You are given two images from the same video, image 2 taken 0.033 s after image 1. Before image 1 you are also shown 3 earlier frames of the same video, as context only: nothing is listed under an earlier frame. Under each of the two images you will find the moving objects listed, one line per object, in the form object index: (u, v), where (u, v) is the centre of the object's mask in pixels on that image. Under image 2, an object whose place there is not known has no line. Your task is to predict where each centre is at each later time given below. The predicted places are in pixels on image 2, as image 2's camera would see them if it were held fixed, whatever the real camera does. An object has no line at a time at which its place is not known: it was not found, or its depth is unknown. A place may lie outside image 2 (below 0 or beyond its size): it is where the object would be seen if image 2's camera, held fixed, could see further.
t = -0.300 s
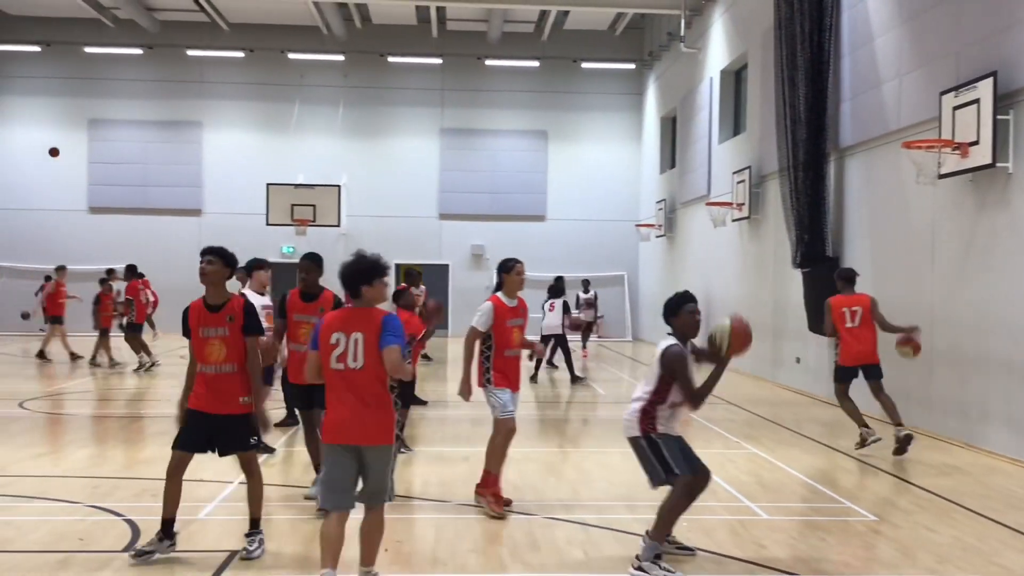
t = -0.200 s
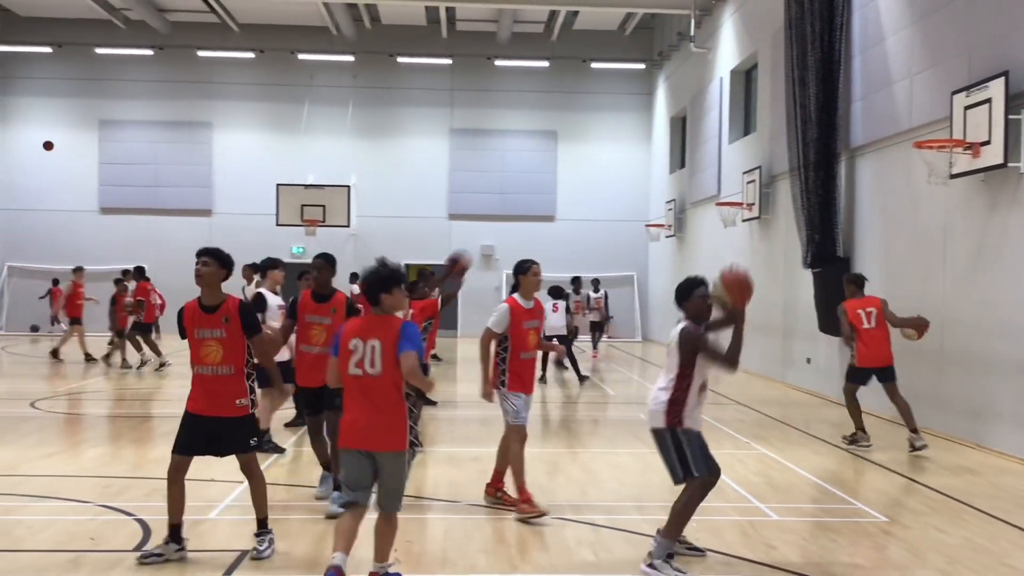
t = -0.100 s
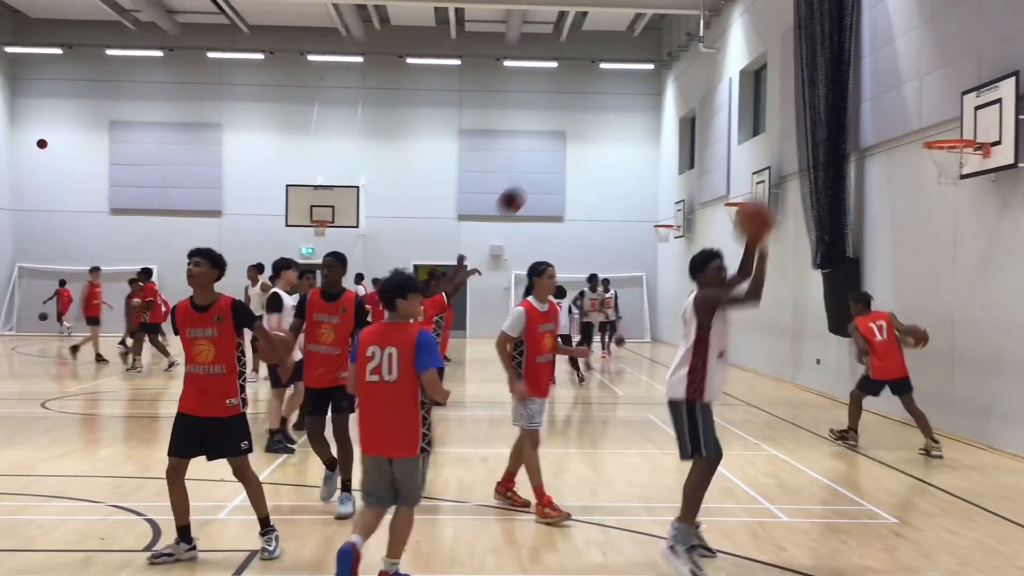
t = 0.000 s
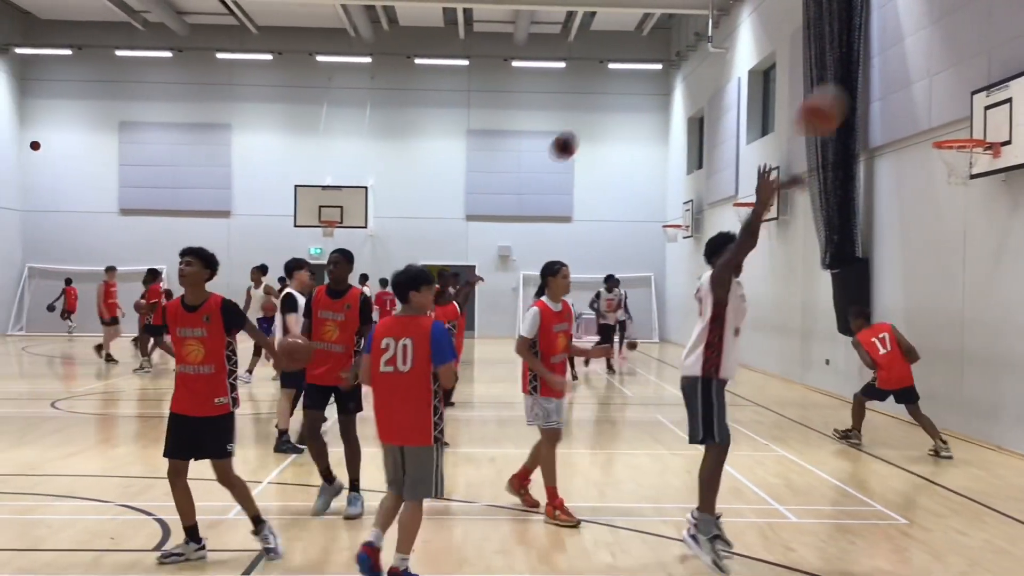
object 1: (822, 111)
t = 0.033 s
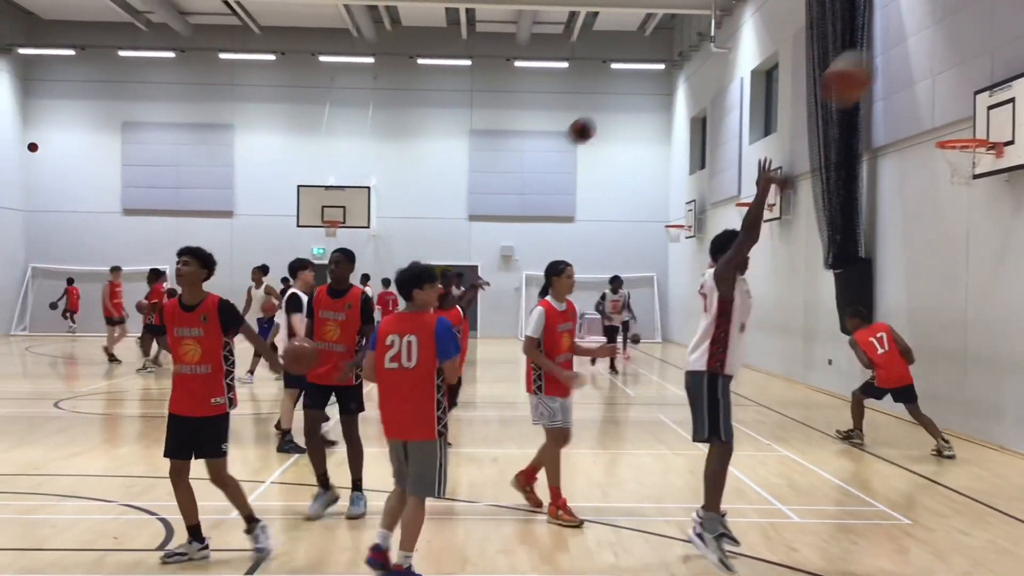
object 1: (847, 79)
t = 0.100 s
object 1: (901, 15)
